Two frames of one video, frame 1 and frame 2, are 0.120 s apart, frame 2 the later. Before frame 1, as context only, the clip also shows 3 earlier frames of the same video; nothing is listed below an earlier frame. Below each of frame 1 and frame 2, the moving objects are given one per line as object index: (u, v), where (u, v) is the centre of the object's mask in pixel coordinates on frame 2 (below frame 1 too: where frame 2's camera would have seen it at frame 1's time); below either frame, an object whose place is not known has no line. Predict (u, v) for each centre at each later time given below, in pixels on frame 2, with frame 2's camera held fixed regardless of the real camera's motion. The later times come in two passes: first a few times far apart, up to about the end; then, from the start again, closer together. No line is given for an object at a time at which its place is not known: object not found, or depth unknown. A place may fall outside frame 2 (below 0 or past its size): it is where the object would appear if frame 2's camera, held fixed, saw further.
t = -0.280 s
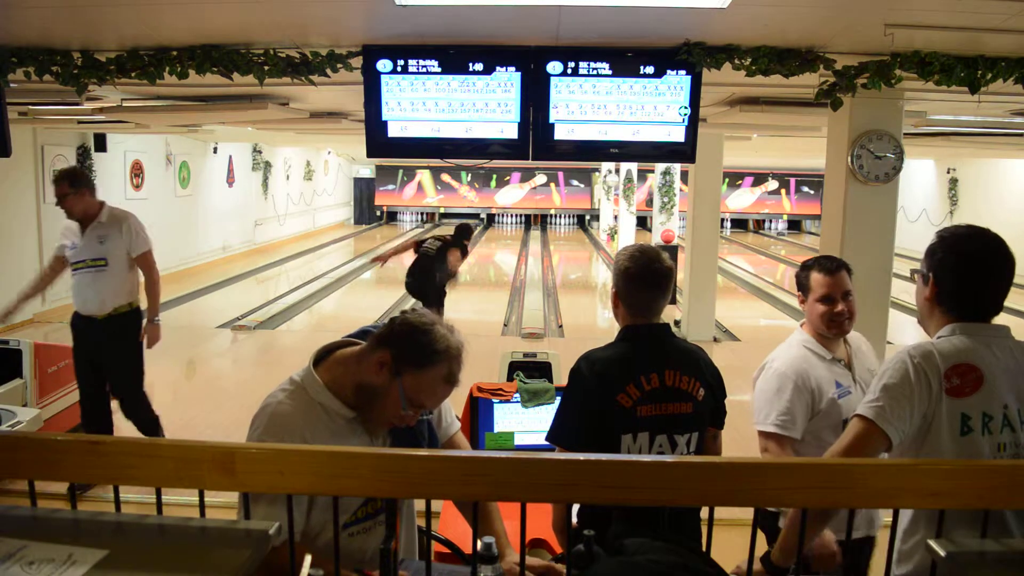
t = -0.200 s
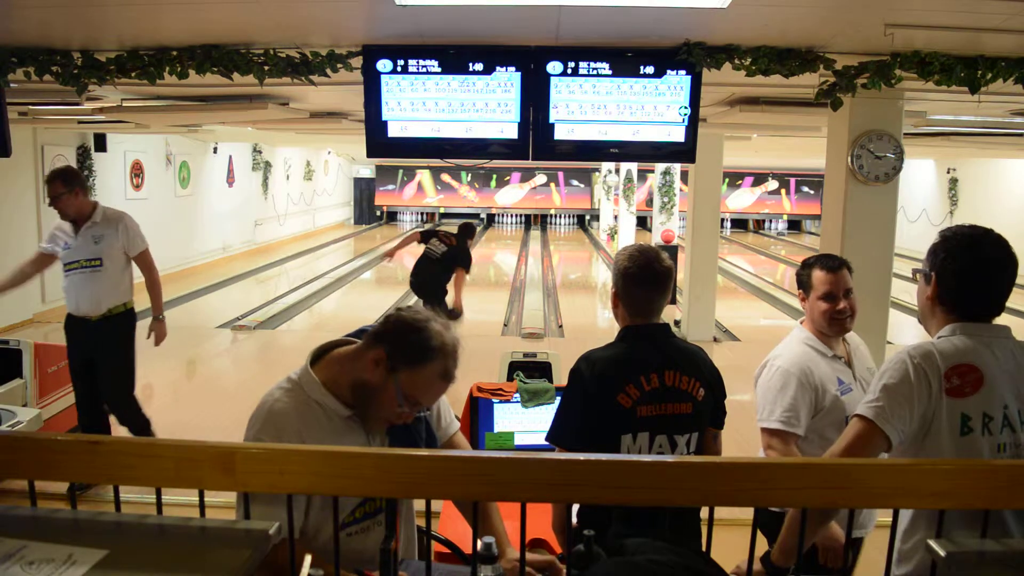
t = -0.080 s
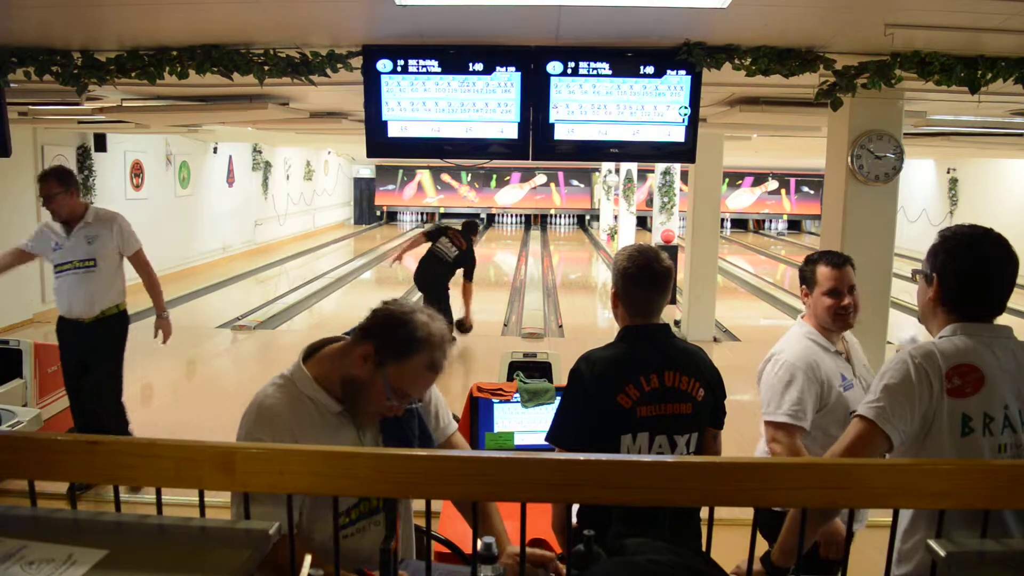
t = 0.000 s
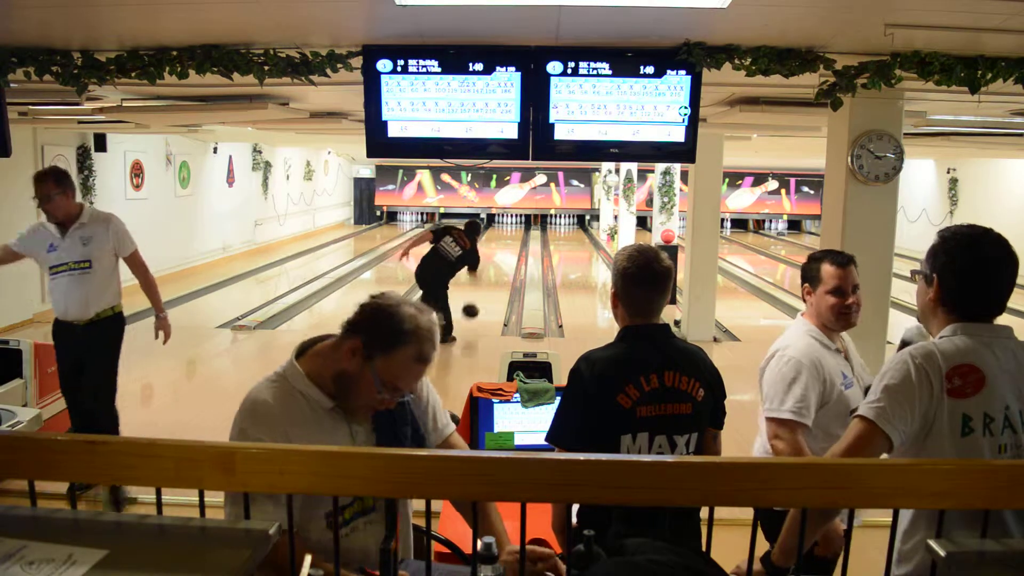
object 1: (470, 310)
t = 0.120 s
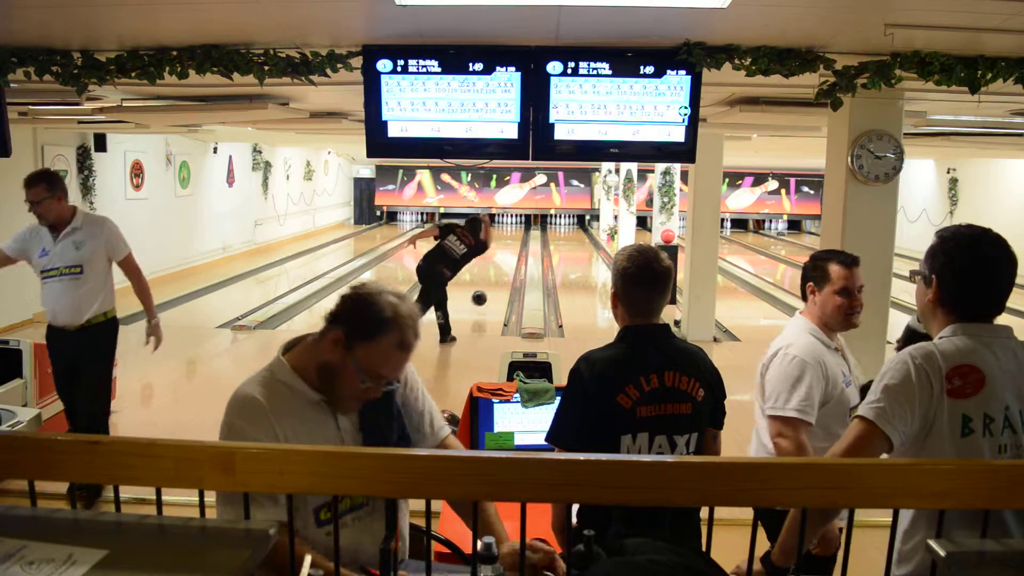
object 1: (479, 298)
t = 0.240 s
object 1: (486, 292)
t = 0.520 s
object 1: (499, 270)
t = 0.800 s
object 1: (507, 254)
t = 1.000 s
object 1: (511, 246)
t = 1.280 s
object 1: (514, 237)
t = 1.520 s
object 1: (516, 231)
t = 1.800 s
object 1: (515, 225)
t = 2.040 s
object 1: (514, 221)
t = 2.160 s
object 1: (514, 221)
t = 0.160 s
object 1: (482, 296)
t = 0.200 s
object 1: (484, 296)
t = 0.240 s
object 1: (486, 292)
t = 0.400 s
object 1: (494, 278)
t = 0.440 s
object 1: (495, 275)
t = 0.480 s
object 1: (497, 272)
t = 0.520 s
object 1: (499, 270)
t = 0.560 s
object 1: (500, 267)
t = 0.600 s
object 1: (501, 264)
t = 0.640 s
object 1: (502, 262)
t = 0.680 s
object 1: (503, 260)
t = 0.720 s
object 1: (504, 258)
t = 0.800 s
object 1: (507, 254)
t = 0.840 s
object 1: (508, 252)
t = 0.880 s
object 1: (508, 251)
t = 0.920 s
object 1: (509, 249)
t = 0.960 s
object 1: (510, 248)
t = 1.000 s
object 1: (511, 246)
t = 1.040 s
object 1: (511, 245)
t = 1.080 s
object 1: (512, 243)
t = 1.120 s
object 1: (512, 242)
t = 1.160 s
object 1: (513, 241)
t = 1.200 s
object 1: (514, 240)
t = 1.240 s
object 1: (514, 238)
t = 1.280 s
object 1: (514, 237)
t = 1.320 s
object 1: (515, 236)
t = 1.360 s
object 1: (515, 235)
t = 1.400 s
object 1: (515, 234)
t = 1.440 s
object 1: (516, 233)
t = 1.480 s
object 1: (516, 232)
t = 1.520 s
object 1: (516, 231)
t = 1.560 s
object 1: (516, 230)
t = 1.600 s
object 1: (516, 229)
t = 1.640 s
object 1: (516, 228)
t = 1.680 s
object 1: (516, 228)
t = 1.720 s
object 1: (516, 227)
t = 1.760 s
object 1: (516, 226)
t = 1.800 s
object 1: (515, 225)
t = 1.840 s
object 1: (515, 225)
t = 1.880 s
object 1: (515, 224)
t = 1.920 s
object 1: (515, 224)
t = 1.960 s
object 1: (514, 223)
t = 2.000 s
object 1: (514, 223)
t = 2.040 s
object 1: (514, 221)
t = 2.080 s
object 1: (514, 221)
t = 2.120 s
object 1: (514, 221)
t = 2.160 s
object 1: (514, 221)
